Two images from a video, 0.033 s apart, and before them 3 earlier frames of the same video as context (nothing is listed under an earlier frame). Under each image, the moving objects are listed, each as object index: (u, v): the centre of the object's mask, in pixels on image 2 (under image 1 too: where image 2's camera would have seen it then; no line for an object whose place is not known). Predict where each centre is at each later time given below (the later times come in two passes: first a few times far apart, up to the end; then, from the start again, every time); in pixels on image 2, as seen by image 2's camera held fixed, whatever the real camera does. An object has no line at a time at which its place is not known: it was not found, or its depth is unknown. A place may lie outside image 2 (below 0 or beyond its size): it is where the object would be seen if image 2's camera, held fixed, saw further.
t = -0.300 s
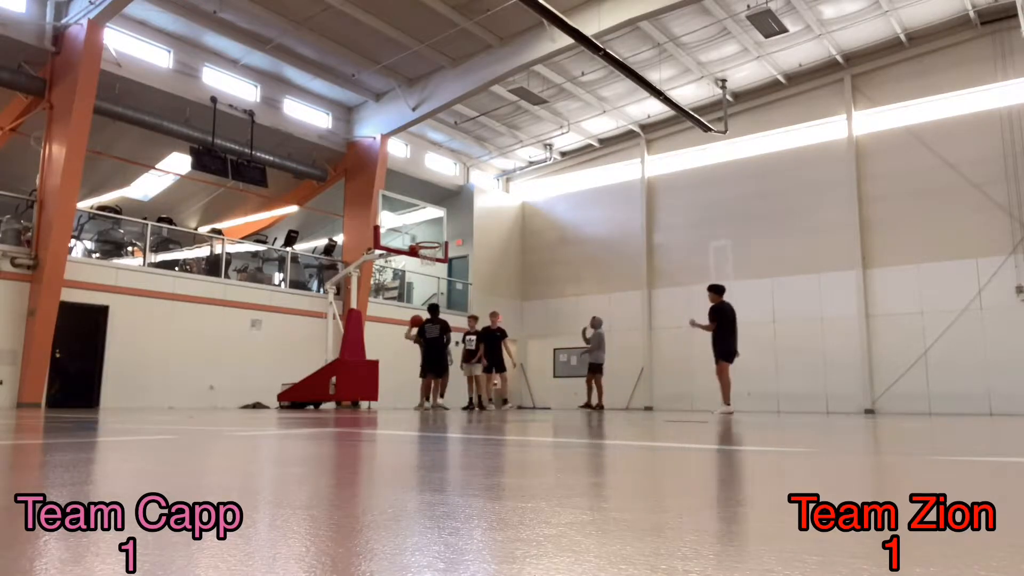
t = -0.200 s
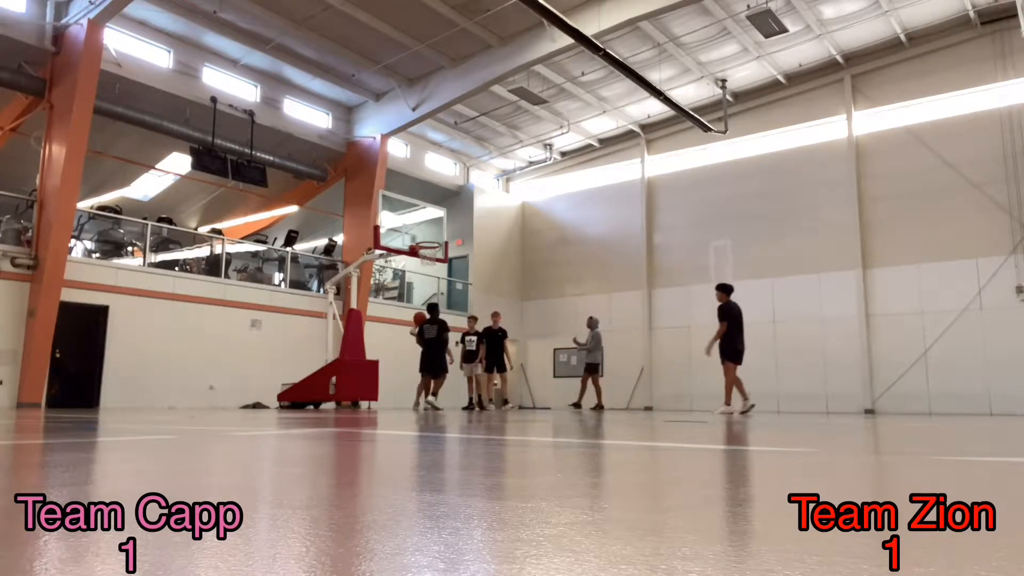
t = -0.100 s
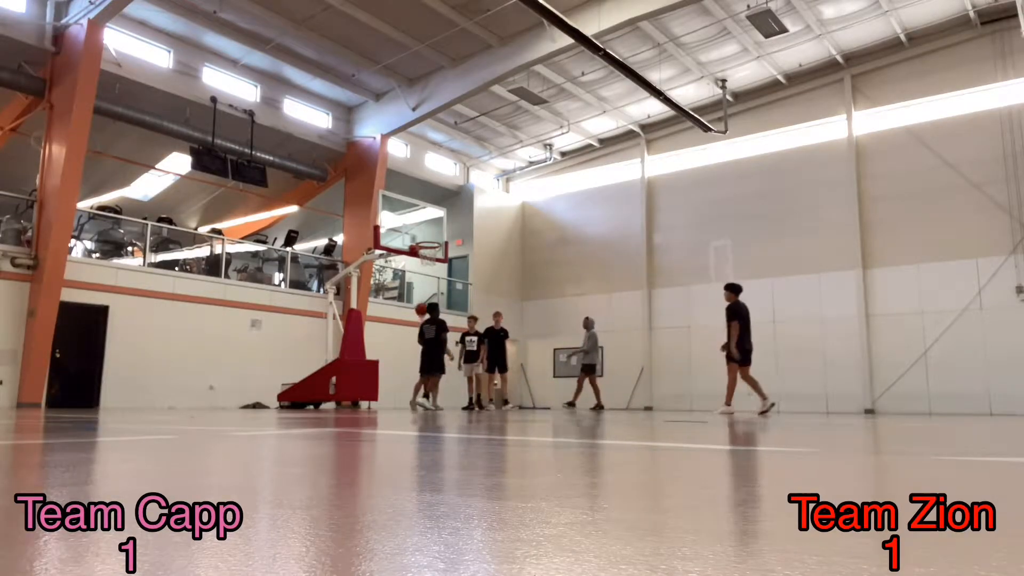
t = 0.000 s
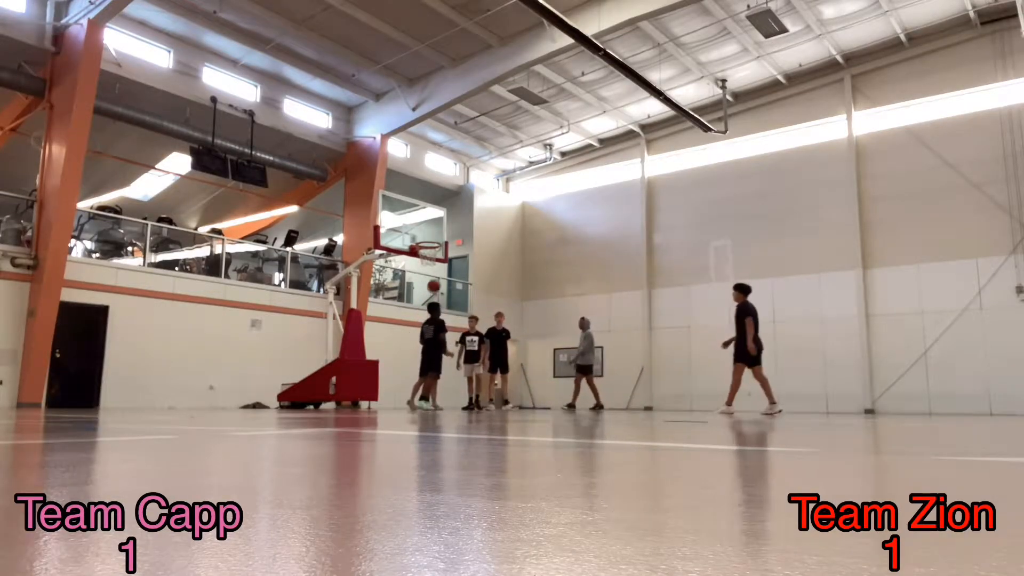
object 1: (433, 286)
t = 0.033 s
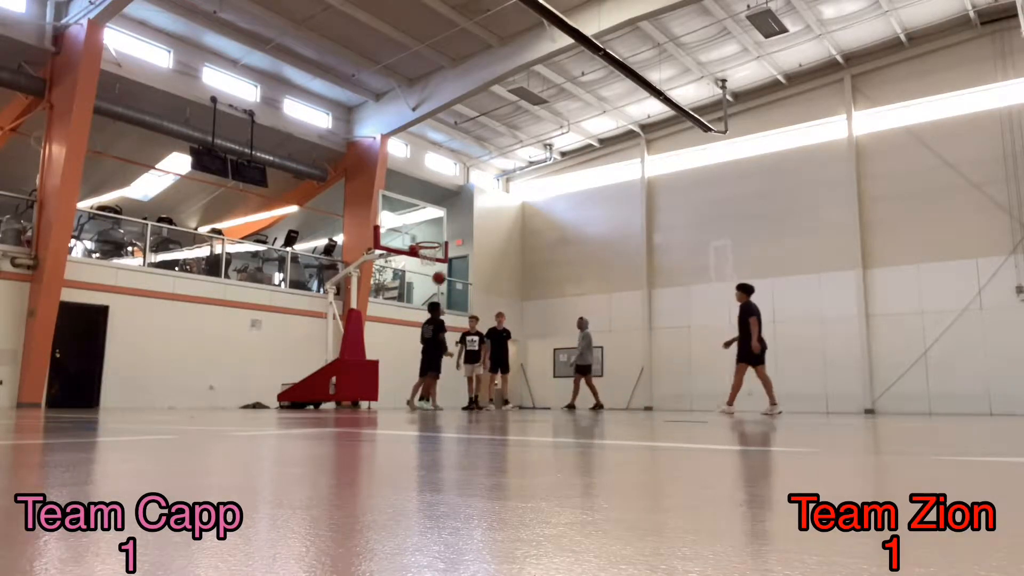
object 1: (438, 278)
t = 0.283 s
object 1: (479, 236)
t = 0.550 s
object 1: (526, 228)
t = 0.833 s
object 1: (579, 264)
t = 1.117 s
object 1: (639, 356)
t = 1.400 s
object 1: (676, 343)
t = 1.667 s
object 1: (698, 291)
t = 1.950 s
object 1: (722, 288)
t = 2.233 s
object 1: (749, 341)
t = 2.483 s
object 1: (775, 386)
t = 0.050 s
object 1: (441, 274)
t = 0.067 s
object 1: (444, 270)
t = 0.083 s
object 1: (447, 267)
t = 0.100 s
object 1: (450, 264)
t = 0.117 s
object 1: (452, 260)
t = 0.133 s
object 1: (455, 257)
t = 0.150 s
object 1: (458, 254)
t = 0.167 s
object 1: (461, 251)
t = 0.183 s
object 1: (463, 248)
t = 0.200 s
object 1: (466, 246)
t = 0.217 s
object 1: (469, 244)
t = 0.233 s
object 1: (472, 241)
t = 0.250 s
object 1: (474, 240)
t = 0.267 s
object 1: (477, 237)
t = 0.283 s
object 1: (479, 236)
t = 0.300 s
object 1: (483, 234)
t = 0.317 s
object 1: (485, 233)
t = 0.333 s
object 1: (488, 231)
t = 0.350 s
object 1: (491, 230)
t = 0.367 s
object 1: (494, 229)
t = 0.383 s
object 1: (496, 228)
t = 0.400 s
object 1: (499, 227)
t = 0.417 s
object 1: (502, 227)
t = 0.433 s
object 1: (505, 226)
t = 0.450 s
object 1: (508, 226)
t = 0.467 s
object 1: (511, 226)
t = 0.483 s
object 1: (514, 226)
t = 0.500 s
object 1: (517, 226)
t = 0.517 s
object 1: (520, 226)
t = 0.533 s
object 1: (523, 227)
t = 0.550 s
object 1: (526, 228)
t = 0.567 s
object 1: (529, 228)
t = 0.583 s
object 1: (532, 229)
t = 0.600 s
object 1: (535, 230)
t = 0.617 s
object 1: (538, 232)
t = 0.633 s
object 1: (541, 233)
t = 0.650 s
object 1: (544, 235)
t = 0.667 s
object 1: (547, 237)
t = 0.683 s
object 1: (550, 239)
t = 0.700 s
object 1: (553, 241)
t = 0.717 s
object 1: (556, 243)
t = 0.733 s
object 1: (559, 245)
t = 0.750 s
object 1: (562, 248)
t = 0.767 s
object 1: (565, 251)
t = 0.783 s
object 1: (569, 254)
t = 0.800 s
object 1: (572, 257)
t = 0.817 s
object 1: (575, 261)
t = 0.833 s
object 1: (579, 264)
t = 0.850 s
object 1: (582, 268)
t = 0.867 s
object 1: (586, 272)
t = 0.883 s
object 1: (589, 276)
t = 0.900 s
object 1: (592, 281)
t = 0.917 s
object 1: (595, 285)
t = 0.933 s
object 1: (599, 290)
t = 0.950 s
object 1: (602, 295)
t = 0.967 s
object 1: (606, 300)
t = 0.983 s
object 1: (609, 306)
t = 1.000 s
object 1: (613, 311)
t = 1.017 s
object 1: (617, 317)
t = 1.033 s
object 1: (620, 323)
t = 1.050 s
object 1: (624, 329)
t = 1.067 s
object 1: (627, 335)
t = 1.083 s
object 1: (631, 342)
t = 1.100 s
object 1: (635, 349)
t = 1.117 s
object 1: (639, 356)
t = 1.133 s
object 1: (642, 363)
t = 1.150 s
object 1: (646, 371)
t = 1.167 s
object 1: (650, 379)
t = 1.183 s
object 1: (654, 387)
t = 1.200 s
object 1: (658, 396)
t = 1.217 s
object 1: (662, 404)
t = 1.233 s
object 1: (664, 402)
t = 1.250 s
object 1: (665, 395)
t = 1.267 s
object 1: (666, 388)
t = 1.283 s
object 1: (668, 382)
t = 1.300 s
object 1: (669, 376)
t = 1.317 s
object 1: (670, 370)
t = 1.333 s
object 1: (671, 364)
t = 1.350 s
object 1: (673, 358)
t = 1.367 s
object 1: (674, 353)
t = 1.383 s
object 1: (675, 348)
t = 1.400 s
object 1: (676, 343)
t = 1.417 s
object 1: (678, 338)
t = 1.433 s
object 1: (679, 334)
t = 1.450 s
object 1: (680, 330)
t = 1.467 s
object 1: (682, 325)
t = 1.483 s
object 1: (683, 321)
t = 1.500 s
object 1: (685, 317)
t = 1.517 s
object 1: (686, 314)
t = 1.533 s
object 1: (687, 311)
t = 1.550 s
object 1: (688, 307)
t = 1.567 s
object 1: (690, 305)
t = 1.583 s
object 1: (691, 302)
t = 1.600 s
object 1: (692, 299)
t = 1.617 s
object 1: (694, 297)
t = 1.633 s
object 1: (695, 295)
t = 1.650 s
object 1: (696, 292)
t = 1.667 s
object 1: (698, 291)
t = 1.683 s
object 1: (699, 289)
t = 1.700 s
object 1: (701, 287)
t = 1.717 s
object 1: (702, 286)
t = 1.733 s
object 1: (703, 285)
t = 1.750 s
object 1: (705, 284)
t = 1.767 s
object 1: (706, 283)
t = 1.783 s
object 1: (708, 283)
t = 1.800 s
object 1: (709, 283)
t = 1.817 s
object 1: (711, 282)
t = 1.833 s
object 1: (712, 283)
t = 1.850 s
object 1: (713, 283)
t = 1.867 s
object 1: (715, 283)
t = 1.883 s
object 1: (716, 284)
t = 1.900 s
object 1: (718, 285)
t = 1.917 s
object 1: (719, 286)
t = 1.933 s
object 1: (721, 287)
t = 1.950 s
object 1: (722, 288)
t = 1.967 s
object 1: (724, 290)
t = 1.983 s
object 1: (725, 292)
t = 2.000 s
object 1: (727, 293)
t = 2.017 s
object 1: (728, 296)
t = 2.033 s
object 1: (730, 298)
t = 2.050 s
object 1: (731, 300)
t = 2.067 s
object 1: (733, 303)
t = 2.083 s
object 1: (735, 306)
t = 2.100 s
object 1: (736, 309)
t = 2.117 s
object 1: (738, 313)
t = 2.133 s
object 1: (739, 316)
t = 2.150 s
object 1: (741, 320)
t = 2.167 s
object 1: (743, 324)
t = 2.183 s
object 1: (744, 328)
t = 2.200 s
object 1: (746, 332)
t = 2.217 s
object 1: (747, 337)
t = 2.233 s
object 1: (749, 341)
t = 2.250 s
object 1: (751, 346)
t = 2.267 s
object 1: (752, 352)
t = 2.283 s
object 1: (754, 357)
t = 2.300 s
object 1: (756, 362)
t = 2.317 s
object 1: (758, 368)
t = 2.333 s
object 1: (759, 374)
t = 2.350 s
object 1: (761, 381)
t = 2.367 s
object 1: (763, 387)
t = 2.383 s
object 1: (765, 394)
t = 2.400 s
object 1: (767, 401)
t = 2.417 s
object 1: (768, 406)
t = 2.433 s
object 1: (770, 401)
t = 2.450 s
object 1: (772, 396)
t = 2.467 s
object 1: (773, 391)
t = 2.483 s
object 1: (775, 386)
